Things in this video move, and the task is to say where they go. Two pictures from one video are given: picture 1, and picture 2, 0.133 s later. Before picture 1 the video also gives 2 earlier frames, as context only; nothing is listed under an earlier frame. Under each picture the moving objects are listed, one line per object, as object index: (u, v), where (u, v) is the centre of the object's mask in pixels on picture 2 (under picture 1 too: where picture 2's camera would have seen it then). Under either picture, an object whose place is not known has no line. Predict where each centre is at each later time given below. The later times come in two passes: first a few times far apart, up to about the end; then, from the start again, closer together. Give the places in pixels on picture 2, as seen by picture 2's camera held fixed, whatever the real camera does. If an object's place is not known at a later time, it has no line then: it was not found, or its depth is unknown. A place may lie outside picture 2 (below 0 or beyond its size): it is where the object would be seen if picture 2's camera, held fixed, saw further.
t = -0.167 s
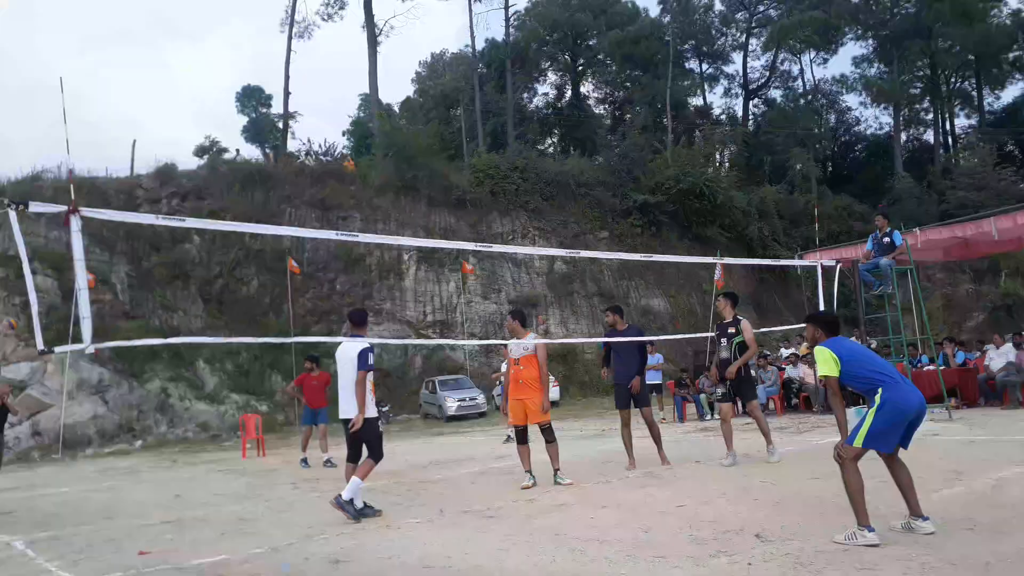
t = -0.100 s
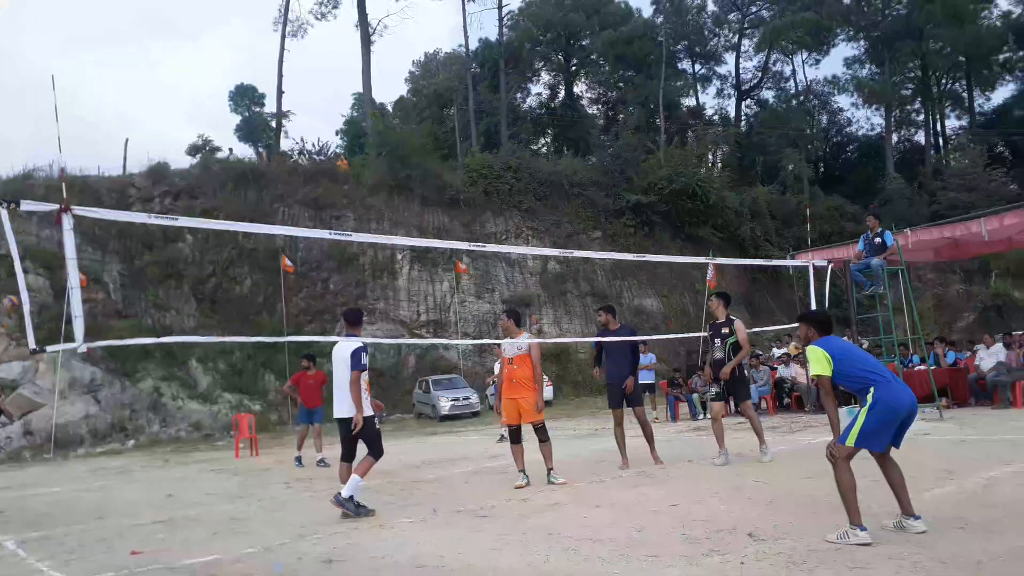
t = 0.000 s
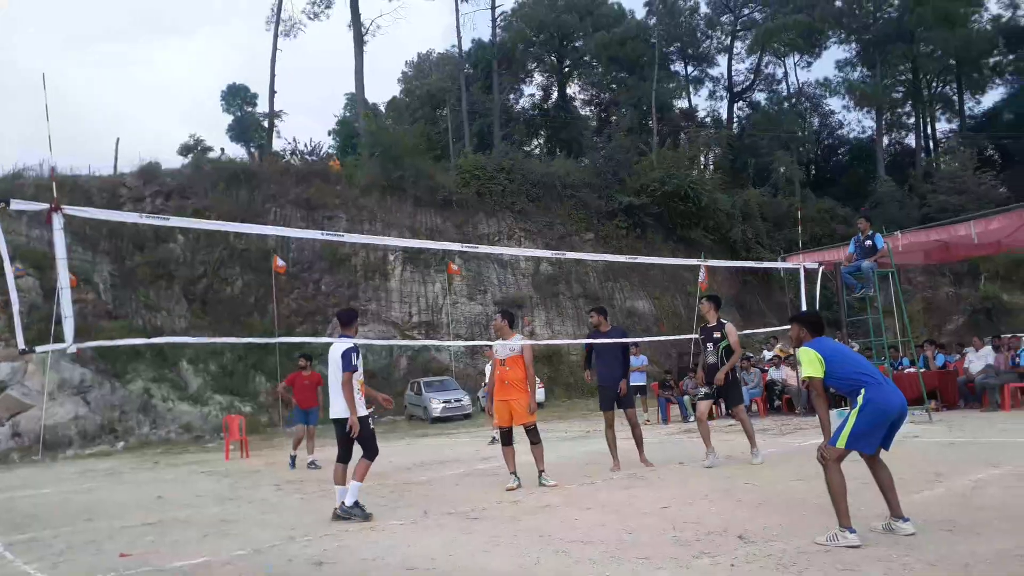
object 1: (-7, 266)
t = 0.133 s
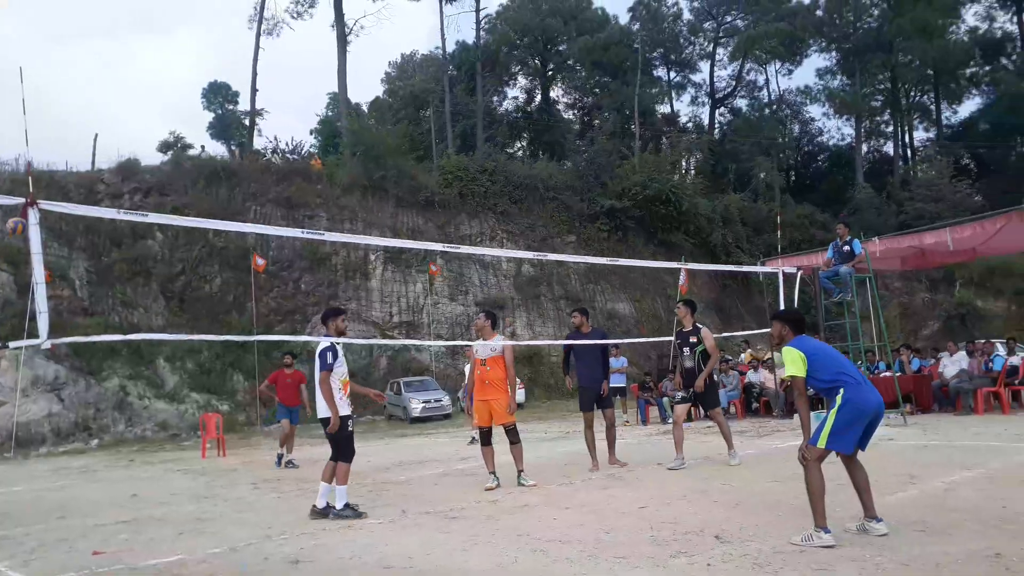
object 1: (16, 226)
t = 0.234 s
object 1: (43, 194)
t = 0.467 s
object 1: (137, 139)
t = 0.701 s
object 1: (327, 100)
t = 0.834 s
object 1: (578, 101)
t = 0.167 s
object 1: (17, 216)
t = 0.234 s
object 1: (43, 194)
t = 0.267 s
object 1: (52, 187)
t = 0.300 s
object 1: (63, 178)
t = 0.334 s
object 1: (76, 169)
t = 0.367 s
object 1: (89, 162)
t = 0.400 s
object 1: (103, 154)
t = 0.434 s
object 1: (120, 147)
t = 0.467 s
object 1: (137, 139)
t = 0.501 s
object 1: (156, 133)
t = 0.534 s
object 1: (176, 126)
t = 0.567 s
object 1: (198, 120)
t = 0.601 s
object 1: (224, 114)
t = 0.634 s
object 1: (255, 108)
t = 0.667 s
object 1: (288, 104)
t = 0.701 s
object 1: (327, 100)
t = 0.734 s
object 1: (373, 97)
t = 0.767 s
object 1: (426, 96)
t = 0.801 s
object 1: (494, 98)
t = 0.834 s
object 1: (578, 101)
